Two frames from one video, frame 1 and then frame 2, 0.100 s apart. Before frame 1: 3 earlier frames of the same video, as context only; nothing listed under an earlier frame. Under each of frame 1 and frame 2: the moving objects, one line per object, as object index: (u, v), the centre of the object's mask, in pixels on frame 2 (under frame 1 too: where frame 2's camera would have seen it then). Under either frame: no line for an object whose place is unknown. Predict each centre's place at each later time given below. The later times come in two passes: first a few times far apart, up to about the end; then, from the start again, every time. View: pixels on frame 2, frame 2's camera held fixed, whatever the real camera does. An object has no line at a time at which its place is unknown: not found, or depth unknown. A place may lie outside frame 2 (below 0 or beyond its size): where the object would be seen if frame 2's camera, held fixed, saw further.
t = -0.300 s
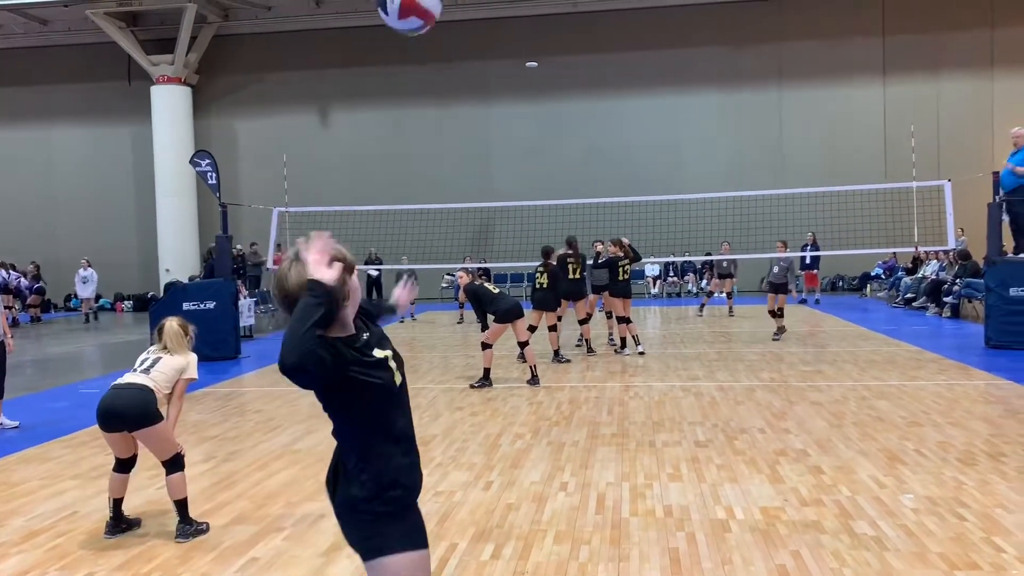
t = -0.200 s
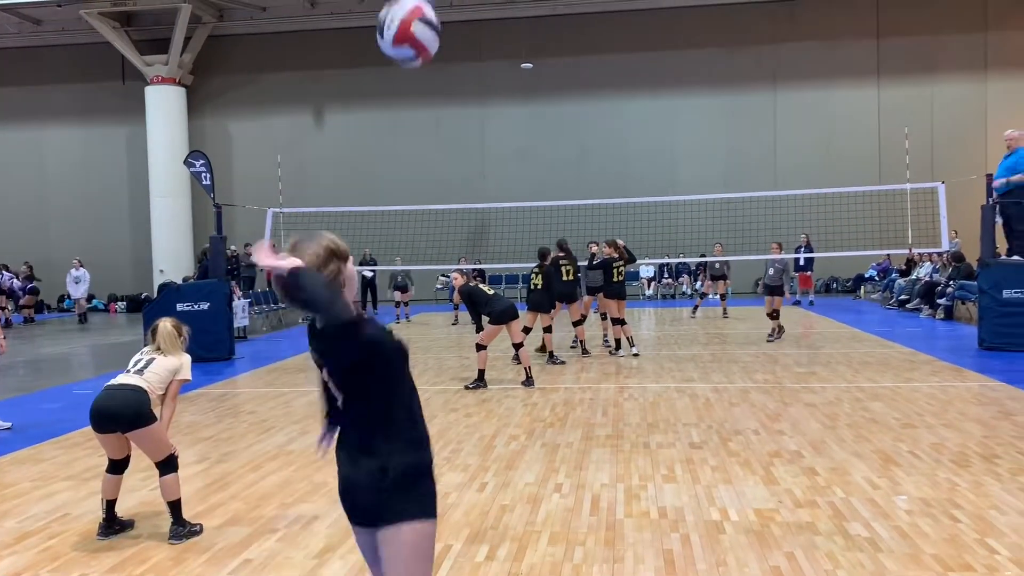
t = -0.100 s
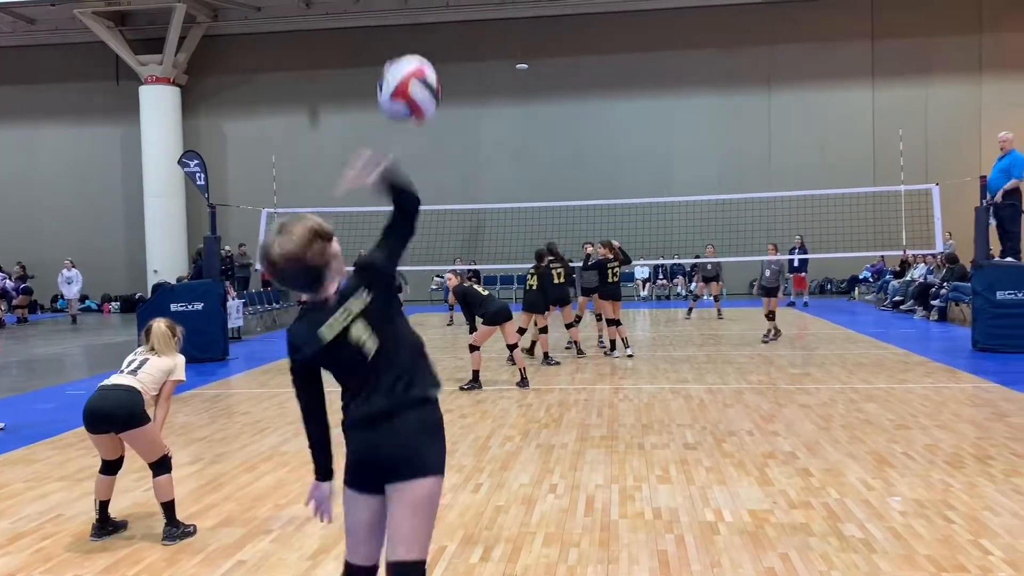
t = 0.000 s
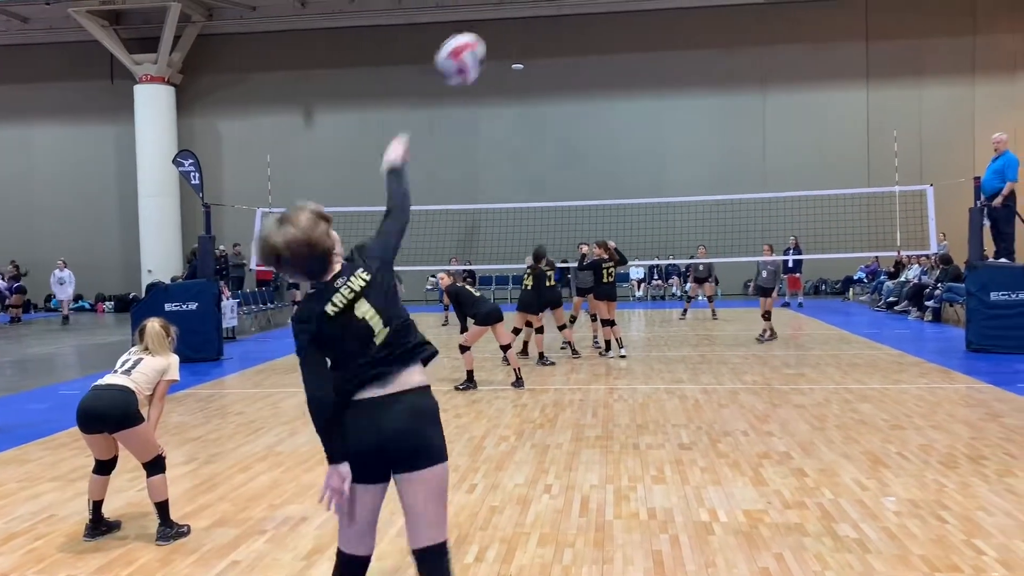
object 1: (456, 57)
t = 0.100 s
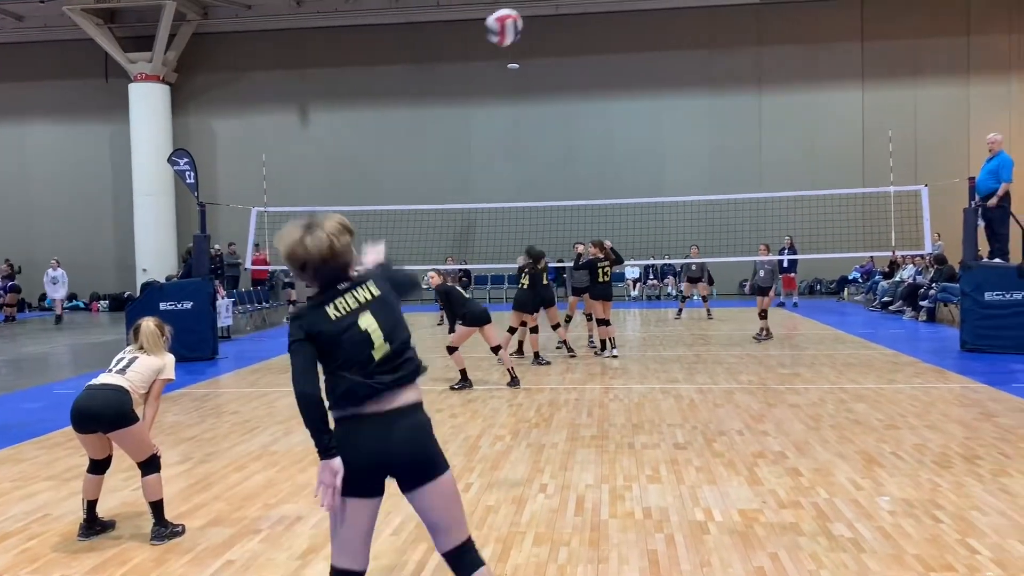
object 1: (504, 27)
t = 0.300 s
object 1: (556, 30)
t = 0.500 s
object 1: (583, 70)
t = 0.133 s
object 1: (515, 23)
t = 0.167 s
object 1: (525, 21)
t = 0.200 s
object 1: (534, 21)
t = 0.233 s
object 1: (542, 22)
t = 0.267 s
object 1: (550, 26)
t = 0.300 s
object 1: (556, 30)
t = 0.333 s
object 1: (563, 35)
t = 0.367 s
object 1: (568, 41)
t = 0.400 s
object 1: (573, 48)
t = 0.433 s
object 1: (577, 55)
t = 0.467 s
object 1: (581, 62)
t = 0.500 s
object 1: (583, 70)
